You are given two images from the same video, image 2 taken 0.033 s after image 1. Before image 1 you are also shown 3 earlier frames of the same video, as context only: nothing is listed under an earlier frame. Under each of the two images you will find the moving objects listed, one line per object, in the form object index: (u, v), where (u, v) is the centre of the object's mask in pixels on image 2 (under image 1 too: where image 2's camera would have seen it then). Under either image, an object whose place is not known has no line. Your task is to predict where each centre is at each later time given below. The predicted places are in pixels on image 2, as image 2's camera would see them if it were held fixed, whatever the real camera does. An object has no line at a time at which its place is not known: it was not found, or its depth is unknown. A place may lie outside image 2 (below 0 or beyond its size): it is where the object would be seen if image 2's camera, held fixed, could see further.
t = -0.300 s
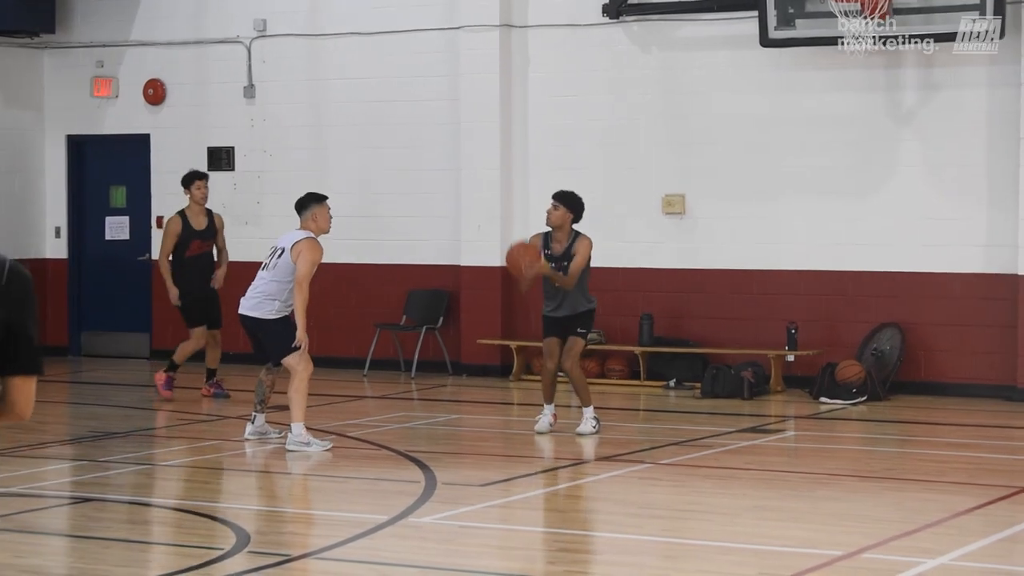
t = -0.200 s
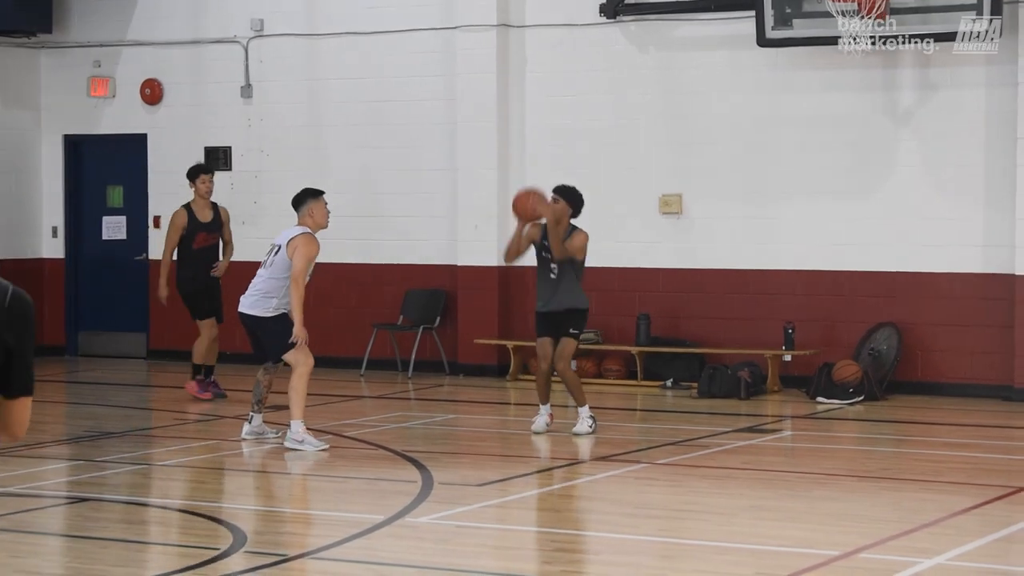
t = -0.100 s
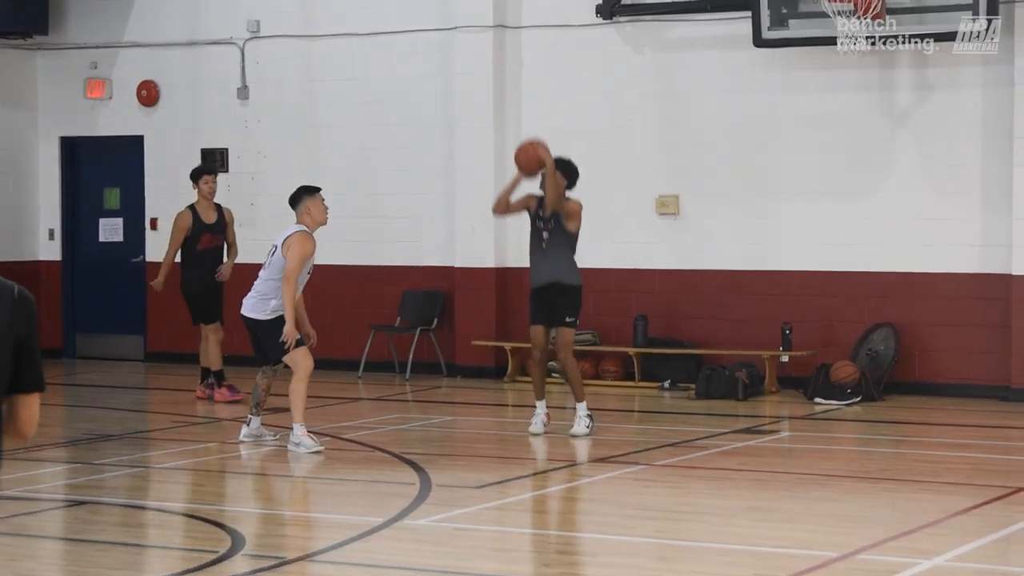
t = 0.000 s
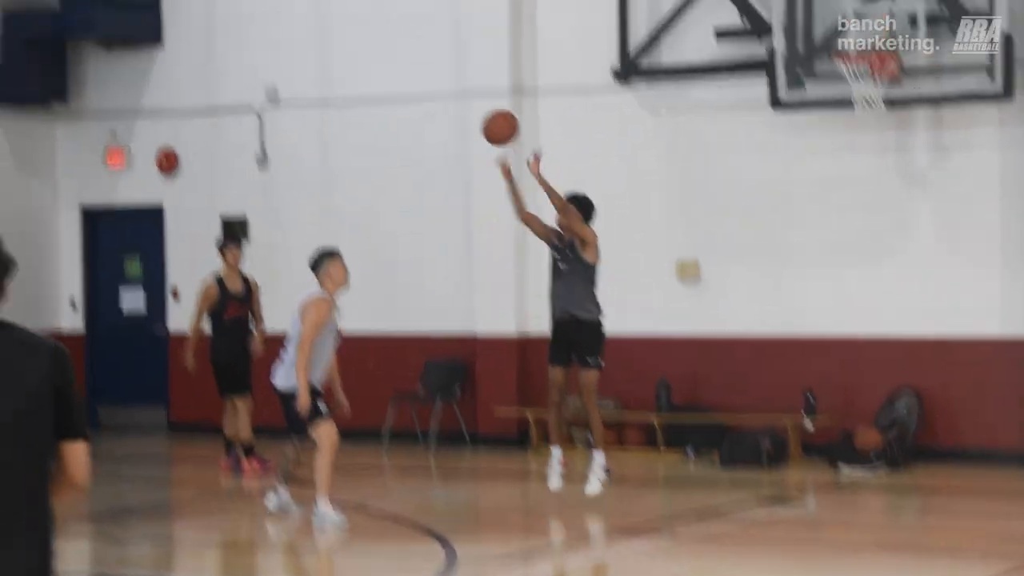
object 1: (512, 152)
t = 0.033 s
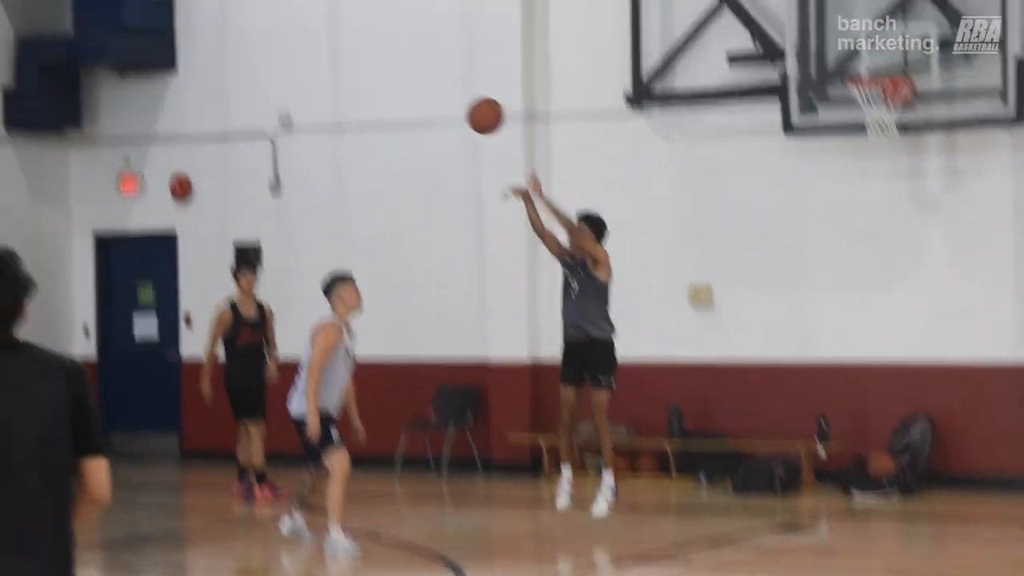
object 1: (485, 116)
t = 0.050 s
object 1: (471, 97)
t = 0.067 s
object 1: (458, 80)
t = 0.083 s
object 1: (444, 62)
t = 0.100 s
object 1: (429, 45)
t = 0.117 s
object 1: (415, 28)
